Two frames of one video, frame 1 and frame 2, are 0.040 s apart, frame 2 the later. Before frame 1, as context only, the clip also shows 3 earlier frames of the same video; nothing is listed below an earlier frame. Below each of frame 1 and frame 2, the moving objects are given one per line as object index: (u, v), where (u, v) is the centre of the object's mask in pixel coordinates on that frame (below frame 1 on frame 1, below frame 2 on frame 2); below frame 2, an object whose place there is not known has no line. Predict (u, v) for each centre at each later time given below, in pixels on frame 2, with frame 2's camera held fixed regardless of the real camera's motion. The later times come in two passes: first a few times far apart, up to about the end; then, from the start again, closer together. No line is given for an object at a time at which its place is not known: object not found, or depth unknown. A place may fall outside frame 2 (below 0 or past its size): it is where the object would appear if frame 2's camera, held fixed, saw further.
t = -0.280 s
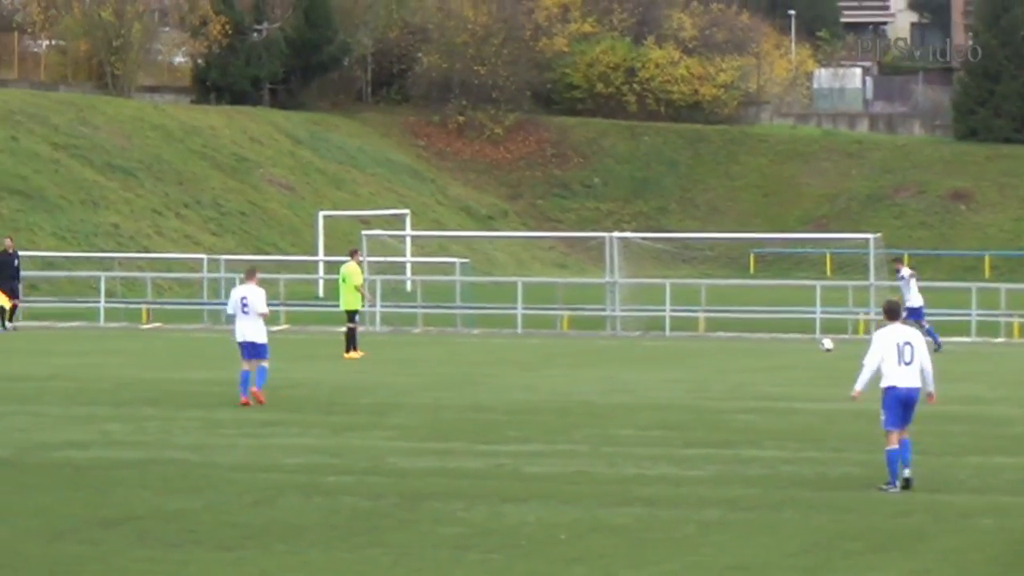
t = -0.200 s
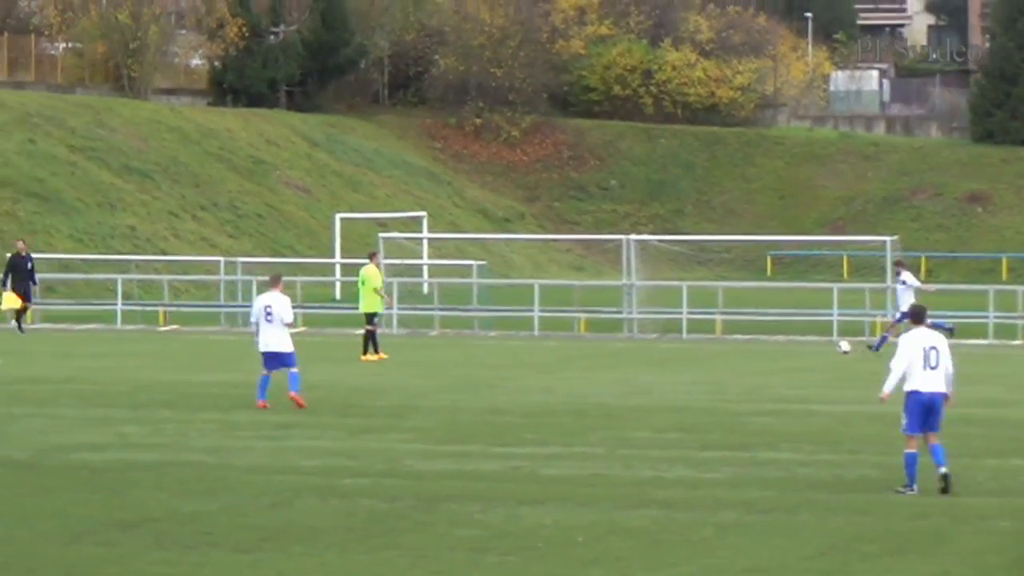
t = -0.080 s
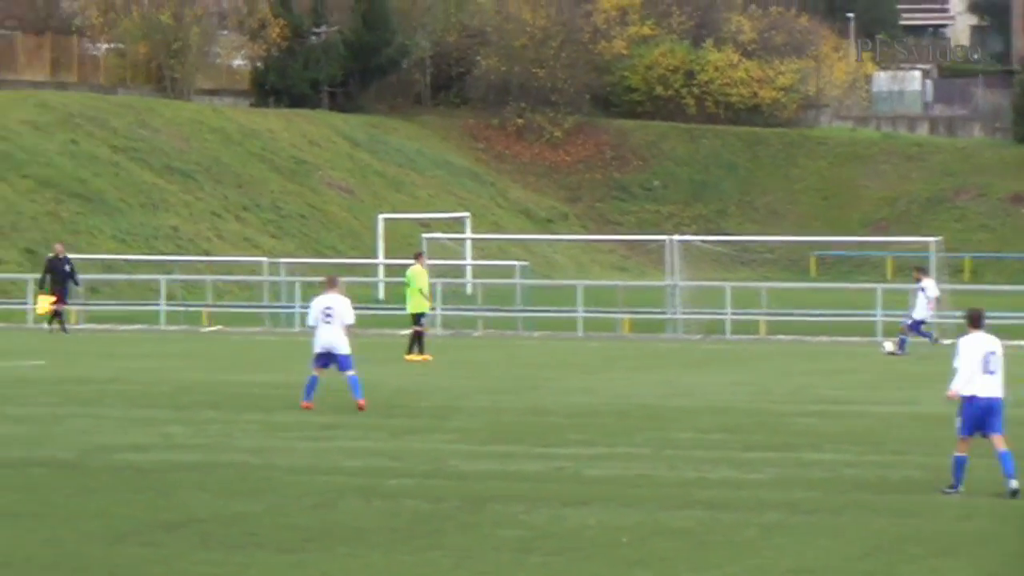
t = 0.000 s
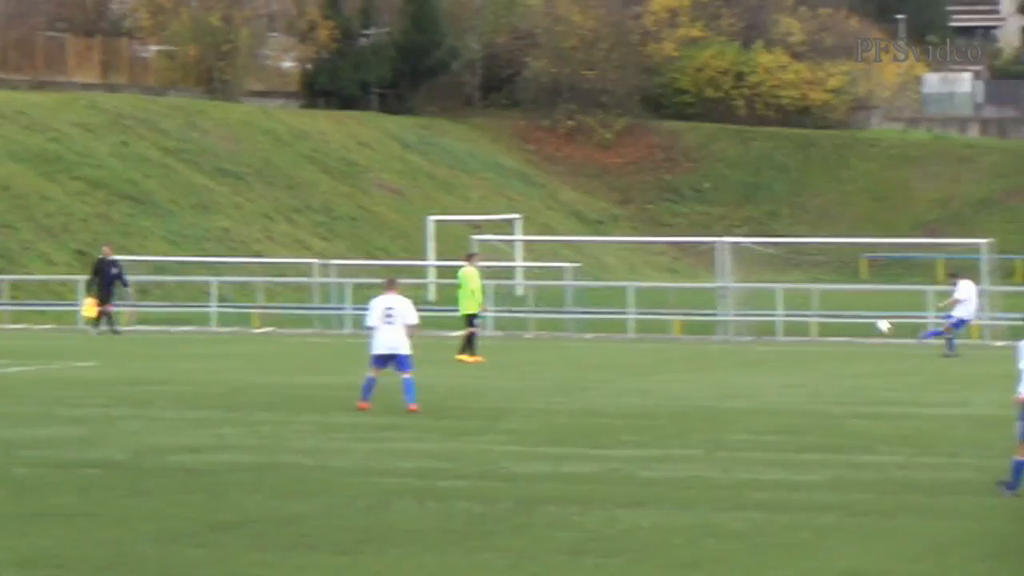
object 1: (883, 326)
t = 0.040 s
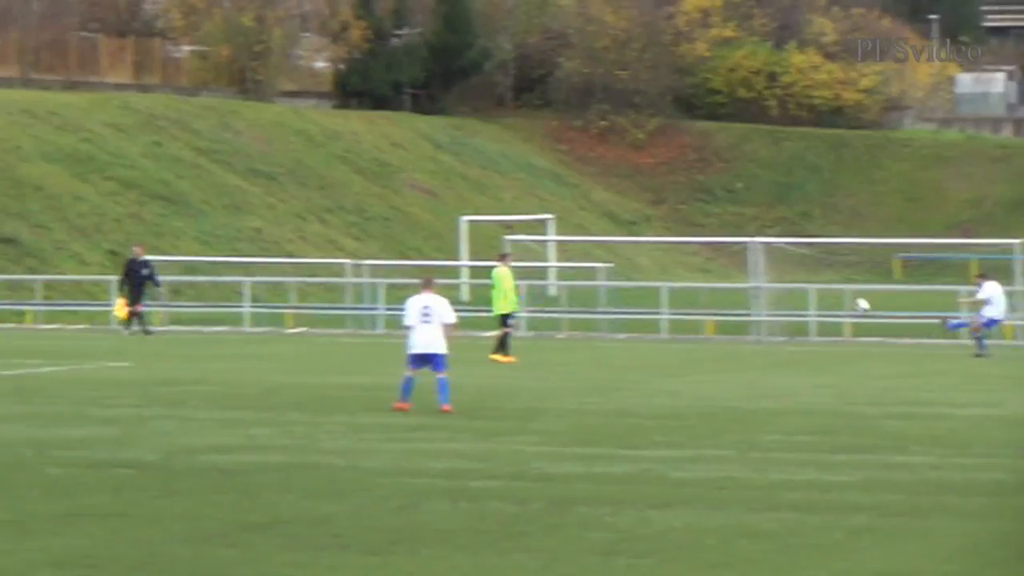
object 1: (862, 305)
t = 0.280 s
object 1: (553, 194)
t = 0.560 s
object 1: (196, 104)
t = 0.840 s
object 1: (-174, 52)
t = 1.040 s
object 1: (-461, 40)
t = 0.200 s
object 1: (656, 227)
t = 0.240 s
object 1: (604, 209)
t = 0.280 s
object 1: (553, 194)
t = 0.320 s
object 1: (503, 179)
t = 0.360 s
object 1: (451, 165)
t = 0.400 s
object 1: (400, 151)
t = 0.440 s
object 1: (348, 138)
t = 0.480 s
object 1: (298, 127)
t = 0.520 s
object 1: (247, 115)
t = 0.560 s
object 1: (196, 104)
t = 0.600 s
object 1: (143, 93)
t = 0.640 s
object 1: (92, 85)
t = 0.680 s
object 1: (40, 76)
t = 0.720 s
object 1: (-13, 69)
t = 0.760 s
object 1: (-66, 63)
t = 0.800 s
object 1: (-120, 58)
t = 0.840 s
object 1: (-174, 52)
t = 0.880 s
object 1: (-228, 48)
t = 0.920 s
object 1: (-284, 44)
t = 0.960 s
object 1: (-340, 41)
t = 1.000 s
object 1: (-399, 40)
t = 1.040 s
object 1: (-461, 40)
